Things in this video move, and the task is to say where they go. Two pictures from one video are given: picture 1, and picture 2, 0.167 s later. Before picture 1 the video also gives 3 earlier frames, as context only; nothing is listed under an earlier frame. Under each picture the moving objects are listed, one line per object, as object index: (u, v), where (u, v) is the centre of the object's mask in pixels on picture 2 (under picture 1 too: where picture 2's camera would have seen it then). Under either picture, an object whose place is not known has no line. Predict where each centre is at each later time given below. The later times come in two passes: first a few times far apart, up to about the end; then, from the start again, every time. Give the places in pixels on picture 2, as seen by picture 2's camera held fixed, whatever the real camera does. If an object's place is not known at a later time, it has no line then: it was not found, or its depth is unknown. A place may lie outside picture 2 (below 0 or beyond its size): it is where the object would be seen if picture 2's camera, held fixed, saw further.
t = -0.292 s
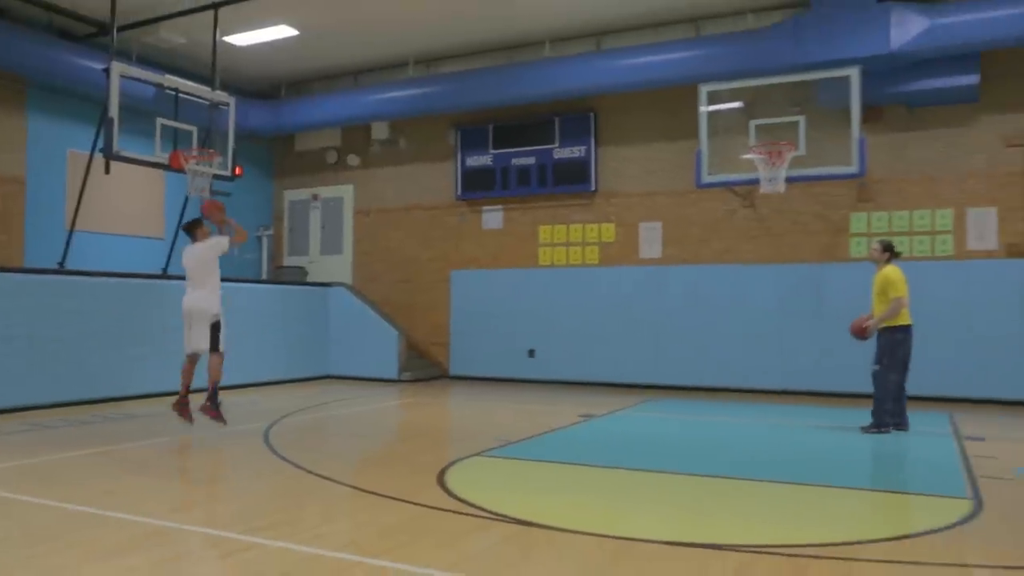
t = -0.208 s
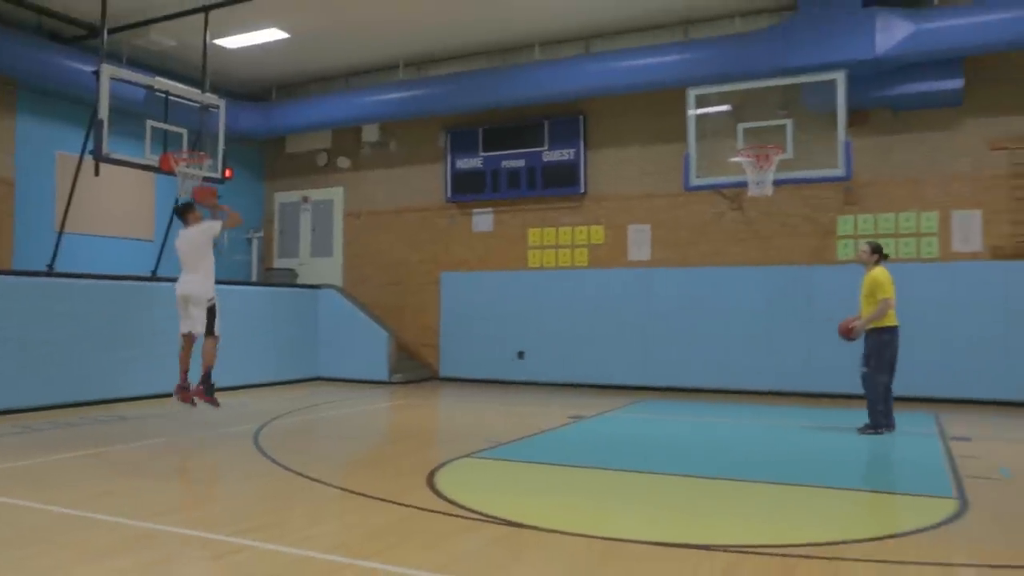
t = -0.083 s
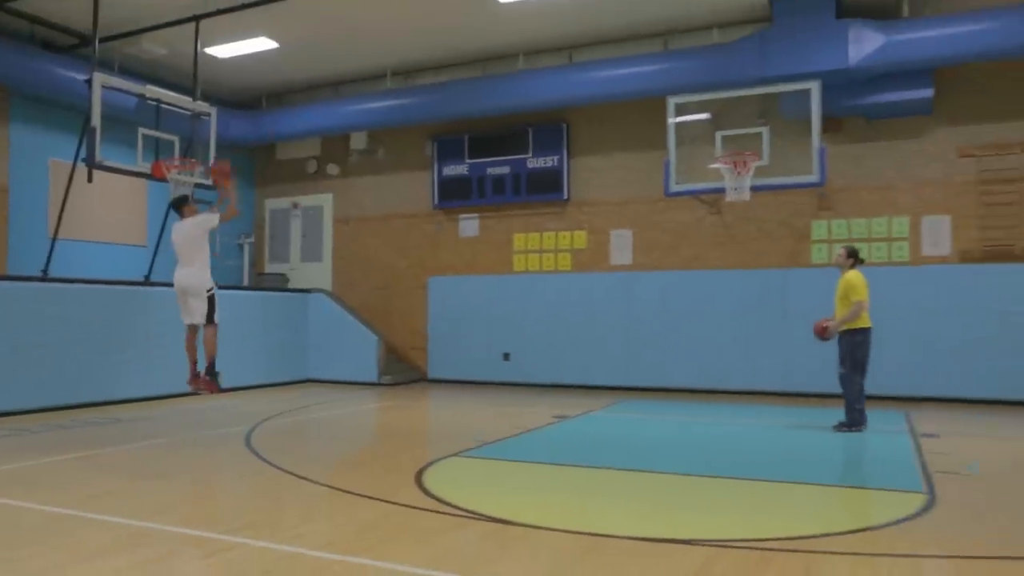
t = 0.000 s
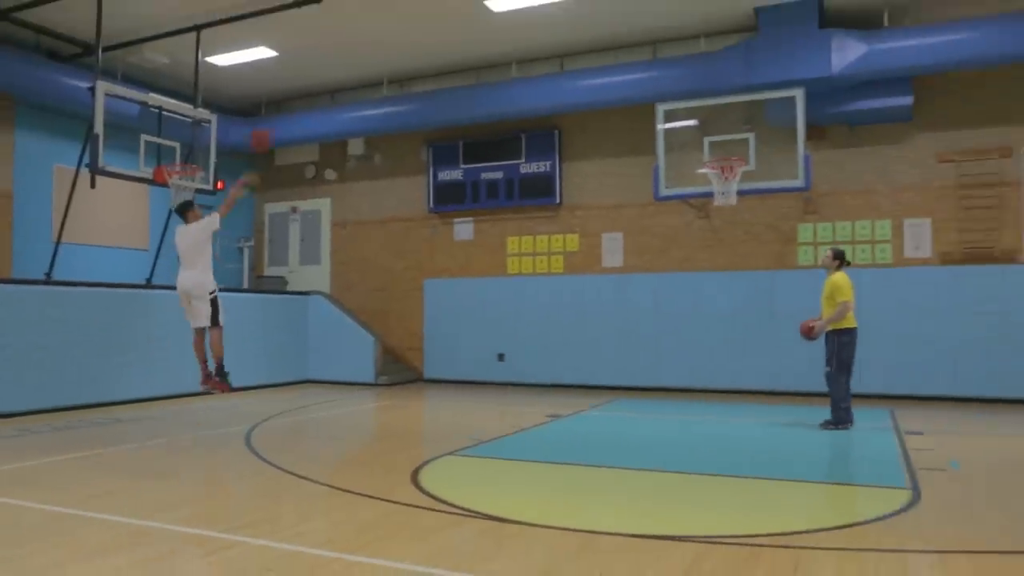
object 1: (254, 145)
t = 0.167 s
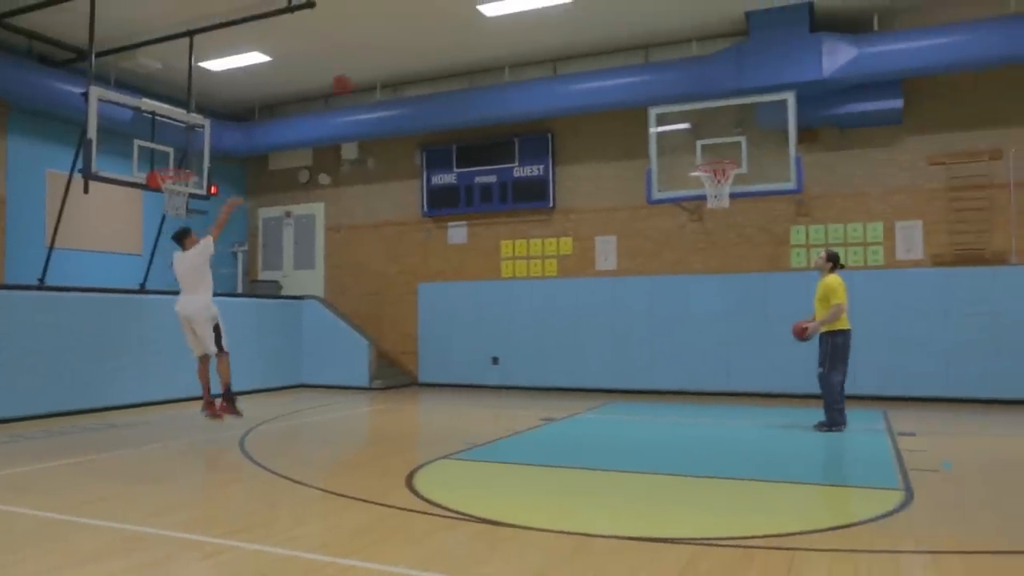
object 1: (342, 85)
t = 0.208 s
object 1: (362, 77)
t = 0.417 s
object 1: (463, 49)
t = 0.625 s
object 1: (555, 60)
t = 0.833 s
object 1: (640, 101)
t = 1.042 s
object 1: (722, 171)
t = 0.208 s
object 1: (362, 77)
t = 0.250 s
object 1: (382, 67)
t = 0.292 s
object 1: (403, 61)
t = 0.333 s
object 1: (423, 55)
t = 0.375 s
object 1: (442, 52)
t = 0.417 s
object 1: (463, 49)
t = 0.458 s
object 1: (482, 48)
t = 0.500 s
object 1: (501, 49)
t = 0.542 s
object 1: (519, 50)
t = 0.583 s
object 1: (538, 54)
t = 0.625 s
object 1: (555, 60)
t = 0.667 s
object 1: (572, 64)
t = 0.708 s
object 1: (590, 71)
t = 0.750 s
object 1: (607, 81)
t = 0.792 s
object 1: (625, 92)
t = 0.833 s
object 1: (640, 101)
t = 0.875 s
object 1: (657, 115)
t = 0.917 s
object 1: (675, 129)
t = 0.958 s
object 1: (690, 143)
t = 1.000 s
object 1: (709, 159)
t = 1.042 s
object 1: (722, 171)
